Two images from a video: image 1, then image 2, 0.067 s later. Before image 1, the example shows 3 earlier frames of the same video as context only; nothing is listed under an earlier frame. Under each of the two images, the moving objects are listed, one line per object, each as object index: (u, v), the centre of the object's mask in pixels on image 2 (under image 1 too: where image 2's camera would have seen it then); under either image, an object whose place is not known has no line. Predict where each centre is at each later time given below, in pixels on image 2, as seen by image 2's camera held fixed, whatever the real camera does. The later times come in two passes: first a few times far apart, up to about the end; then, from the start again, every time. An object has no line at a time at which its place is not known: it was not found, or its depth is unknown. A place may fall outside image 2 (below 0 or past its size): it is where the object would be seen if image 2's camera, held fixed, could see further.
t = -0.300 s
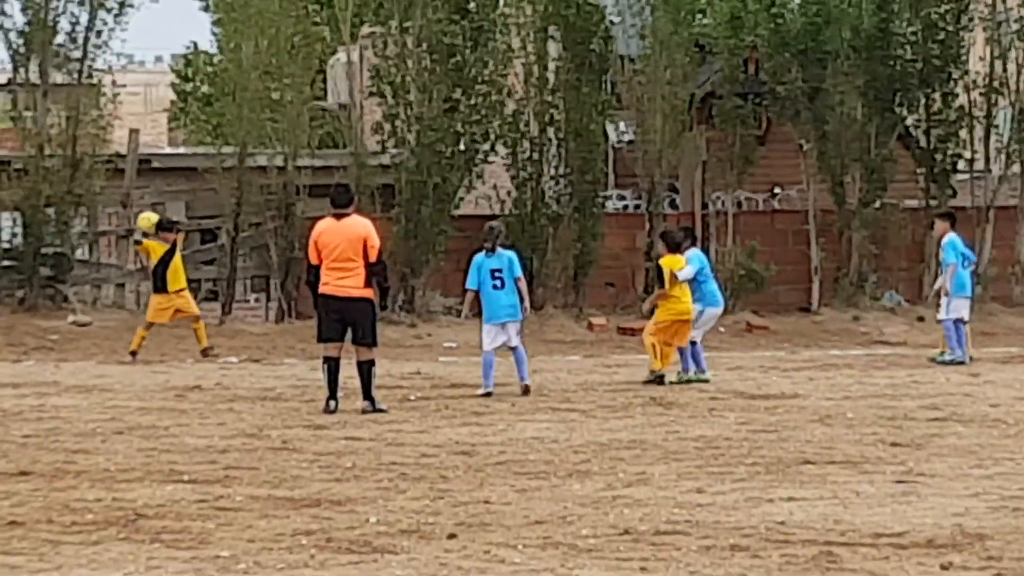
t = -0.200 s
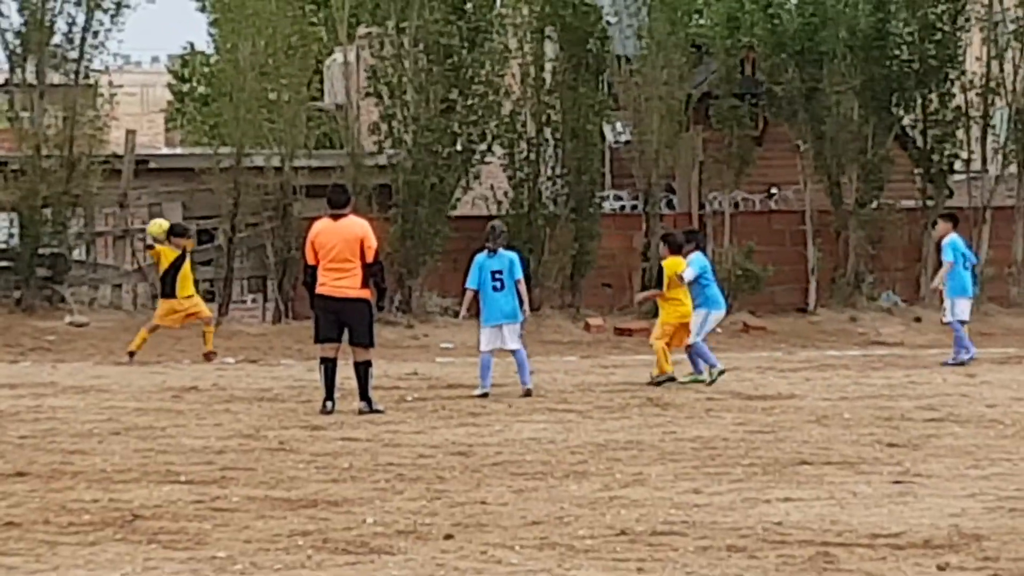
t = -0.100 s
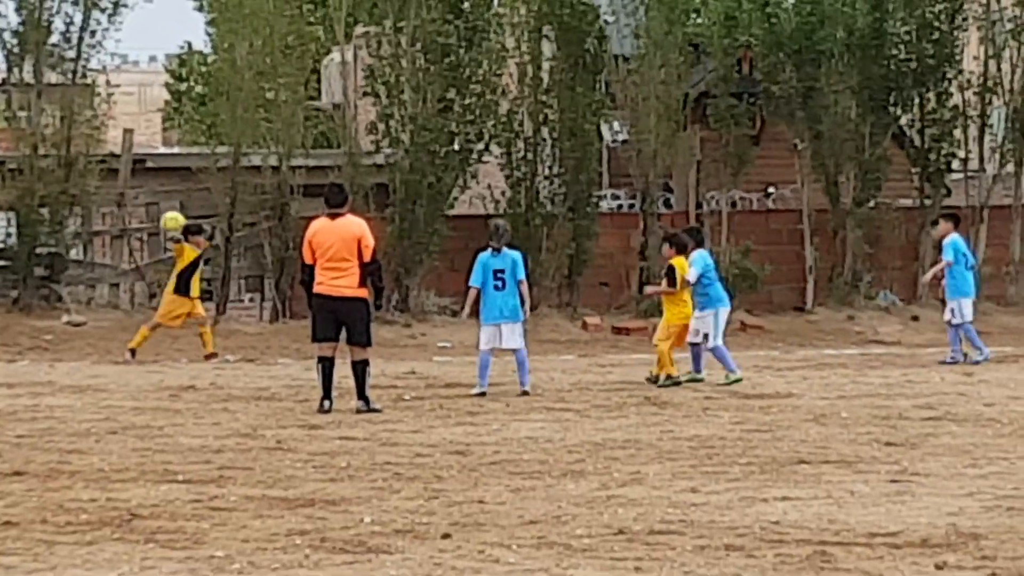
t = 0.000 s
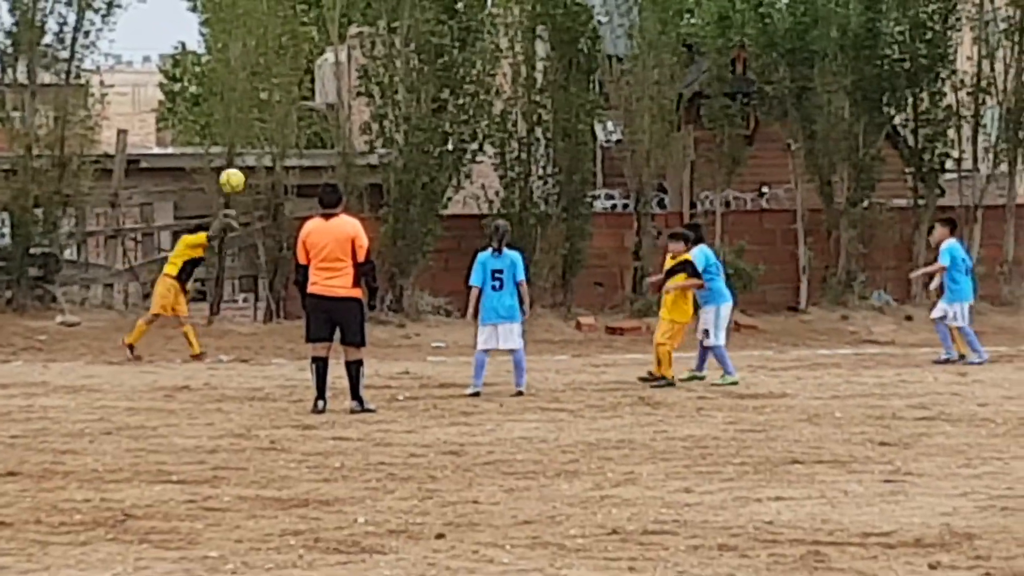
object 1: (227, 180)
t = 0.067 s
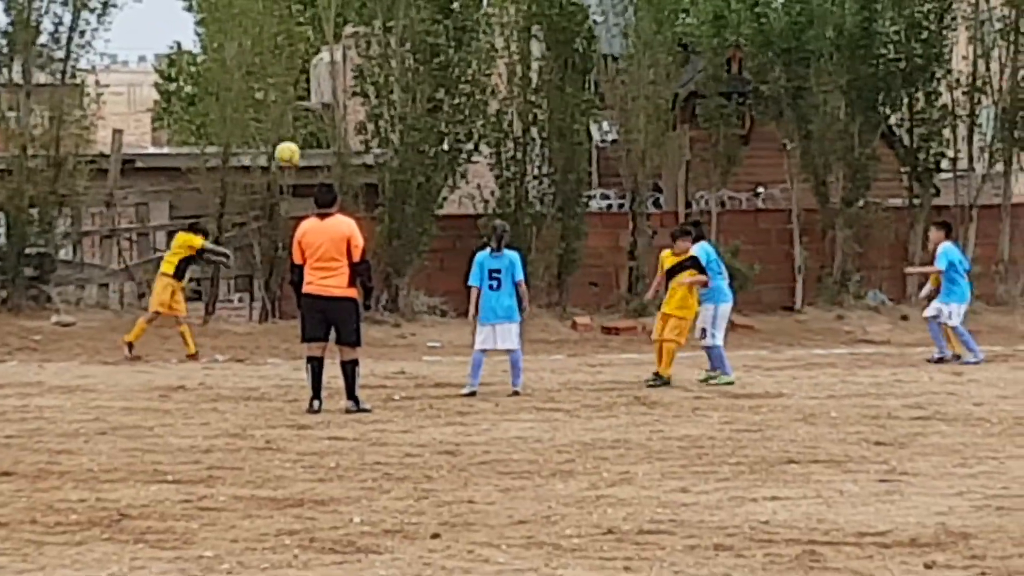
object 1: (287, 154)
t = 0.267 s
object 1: (468, 102)
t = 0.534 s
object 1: (710, 96)
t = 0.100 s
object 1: (318, 142)
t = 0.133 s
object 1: (348, 132)
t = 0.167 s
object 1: (378, 124)
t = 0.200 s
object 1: (408, 115)
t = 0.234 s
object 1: (438, 109)
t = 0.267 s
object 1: (468, 102)
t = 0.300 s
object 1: (499, 98)
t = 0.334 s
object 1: (529, 94)
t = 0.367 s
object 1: (559, 91)
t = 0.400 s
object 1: (589, 90)
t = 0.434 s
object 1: (619, 89)
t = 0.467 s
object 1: (650, 90)
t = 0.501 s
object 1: (680, 93)
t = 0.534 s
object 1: (710, 96)
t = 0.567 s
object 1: (741, 101)
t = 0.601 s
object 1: (772, 106)
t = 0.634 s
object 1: (803, 113)
